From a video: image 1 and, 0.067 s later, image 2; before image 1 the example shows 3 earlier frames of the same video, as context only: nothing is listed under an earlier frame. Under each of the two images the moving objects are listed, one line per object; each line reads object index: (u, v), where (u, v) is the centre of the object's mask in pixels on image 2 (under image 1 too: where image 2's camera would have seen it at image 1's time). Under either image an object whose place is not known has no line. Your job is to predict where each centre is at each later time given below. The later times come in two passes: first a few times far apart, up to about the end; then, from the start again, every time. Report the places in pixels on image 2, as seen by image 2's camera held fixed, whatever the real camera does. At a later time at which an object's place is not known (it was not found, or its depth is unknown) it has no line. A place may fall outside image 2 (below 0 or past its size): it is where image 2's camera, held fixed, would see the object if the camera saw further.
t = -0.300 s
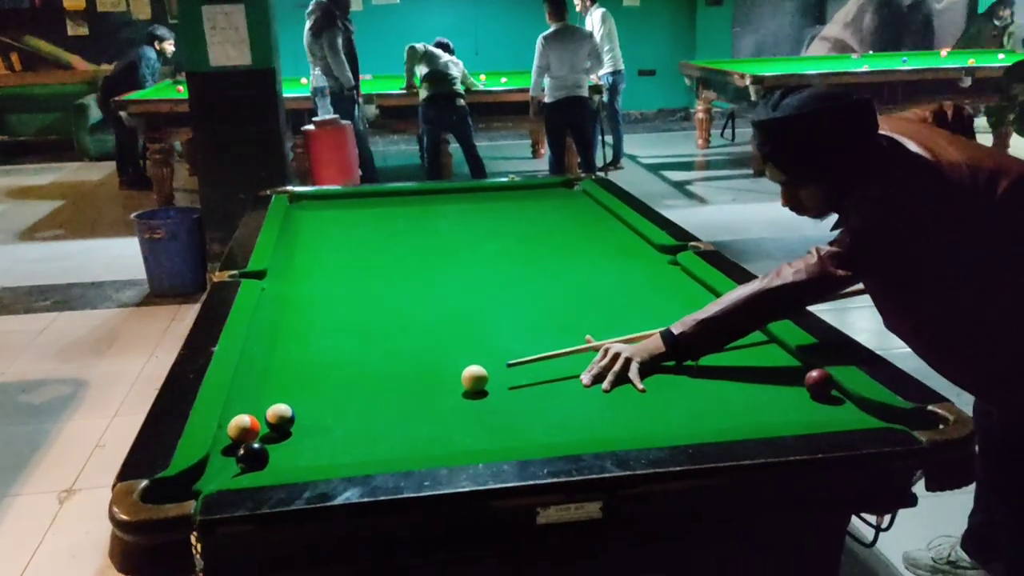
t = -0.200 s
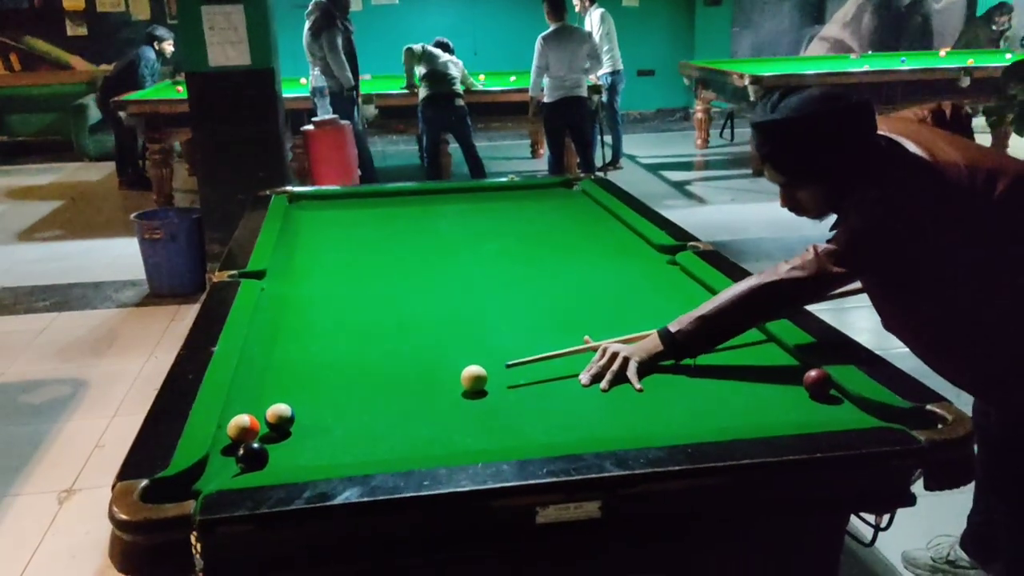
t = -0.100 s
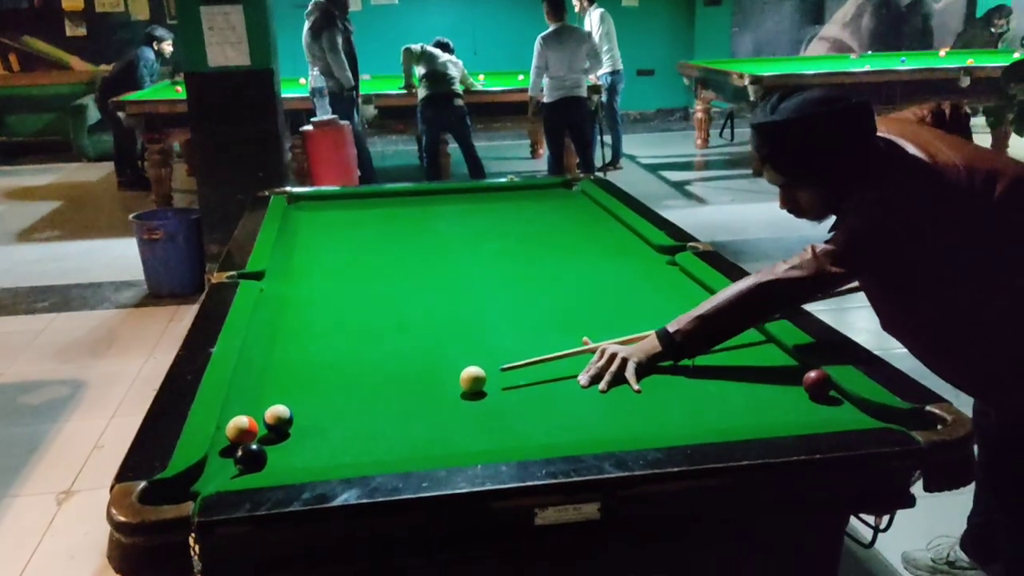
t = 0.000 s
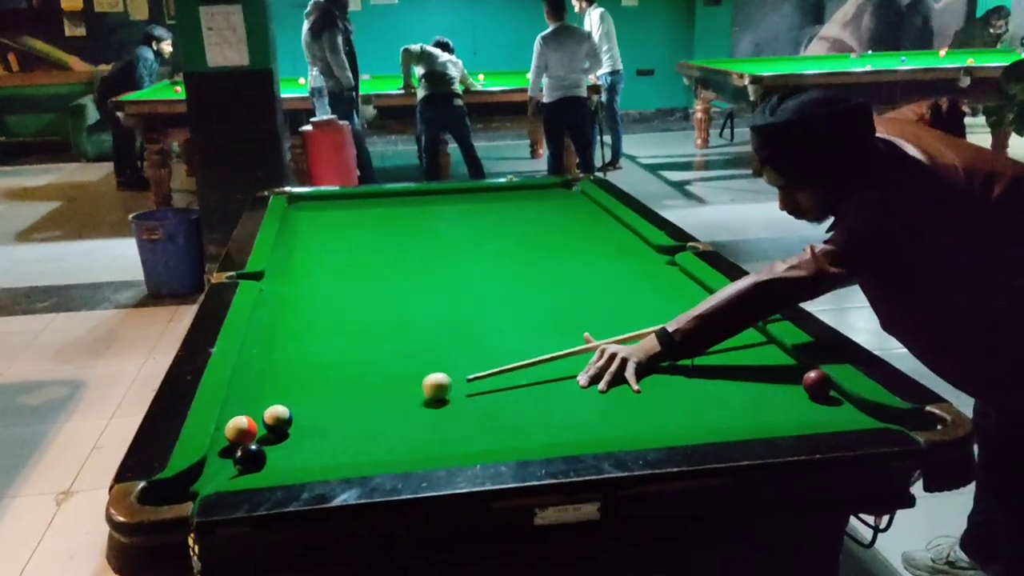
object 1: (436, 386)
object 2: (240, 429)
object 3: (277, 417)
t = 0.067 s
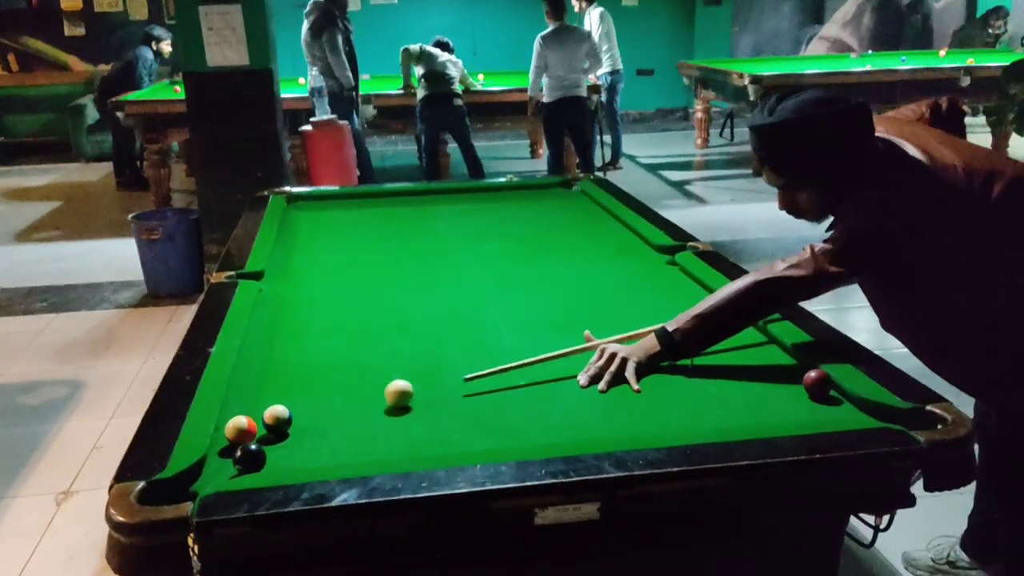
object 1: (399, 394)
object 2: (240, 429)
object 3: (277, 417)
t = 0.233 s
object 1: (307, 411)
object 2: (240, 429)
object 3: (276, 417)
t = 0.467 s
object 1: (277, 404)
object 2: (281, 440)
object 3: (260, 419)
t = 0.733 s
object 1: (244, 400)
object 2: (352, 447)
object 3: (254, 420)
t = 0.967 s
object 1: (250, 395)
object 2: (411, 448)
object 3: (251, 420)
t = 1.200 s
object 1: (264, 391)
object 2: (452, 441)
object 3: (248, 421)
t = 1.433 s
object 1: (275, 386)
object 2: (486, 432)
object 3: (250, 421)
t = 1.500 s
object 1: (278, 385)
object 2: (494, 429)
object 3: (249, 421)
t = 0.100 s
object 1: (383, 396)
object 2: (240, 429)
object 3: (277, 416)
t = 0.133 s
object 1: (363, 399)
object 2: (240, 429)
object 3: (277, 417)
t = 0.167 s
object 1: (345, 403)
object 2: (240, 429)
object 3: (277, 417)
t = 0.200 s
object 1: (326, 407)
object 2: (240, 429)
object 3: (277, 417)
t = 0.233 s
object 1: (307, 411)
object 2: (240, 429)
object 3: (276, 417)
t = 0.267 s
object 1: (302, 410)
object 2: (234, 431)
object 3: (269, 418)
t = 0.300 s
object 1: (298, 410)
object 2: (235, 433)
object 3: (267, 417)
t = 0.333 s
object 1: (294, 409)
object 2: (244, 433)
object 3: (267, 417)
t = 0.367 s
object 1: (289, 408)
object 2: (254, 434)
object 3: (267, 416)
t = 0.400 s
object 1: (285, 406)
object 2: (264, 436)
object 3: (265, 415)
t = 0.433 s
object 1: (281, 406)
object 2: (272, 438)
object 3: (262, 417)
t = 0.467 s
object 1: (277, 404)
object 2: (281, 440)
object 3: (260, 419)
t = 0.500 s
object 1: (273, 403)
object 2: (290, 440)
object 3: (262, 420)
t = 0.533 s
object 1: (269, 402)
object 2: (299, 441)
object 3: (260, 420)
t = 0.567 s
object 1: (264, 401)
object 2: (308, 442)
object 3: (259, 420)
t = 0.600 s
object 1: (260, 401)
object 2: (317, 443)
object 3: (258, 420)
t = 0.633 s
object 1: (256, 400)
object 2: (325, 444)
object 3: (256, 420)
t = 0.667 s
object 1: (251, 400)
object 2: (334, 445)
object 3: (255, 420)
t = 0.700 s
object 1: (248, 400)
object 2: (343, 447)
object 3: (255, 420)
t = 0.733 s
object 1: (244, 400)
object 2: (352, 447)
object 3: (254, 420)
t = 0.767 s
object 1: (241, 400)
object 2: (360, 448)
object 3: (254, 420)
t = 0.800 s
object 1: (238, 400)
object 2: (369, 448)
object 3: (254, 420)
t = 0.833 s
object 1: (240, 399)
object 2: (378, 448)
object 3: (253, 420)
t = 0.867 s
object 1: (243, 398)
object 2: (387, 448)
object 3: (253, 420)
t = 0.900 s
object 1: (245, 397)
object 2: (395, 448)
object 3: (252, 420)
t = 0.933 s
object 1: (248, 396)
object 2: (403, 448)
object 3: (252, 420)
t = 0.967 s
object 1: (250, 395)
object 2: (411, 448)
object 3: (251, 420)
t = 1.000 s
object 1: (252, 395)
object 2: (417, 447)
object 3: (251, 421)
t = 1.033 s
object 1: (255, 394)
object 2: (423, 446)
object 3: (250, 420)
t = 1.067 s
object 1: (257, 394)
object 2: (429, 445)
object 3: (249, 421)
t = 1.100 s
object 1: (259, 393)
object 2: (435, 444)
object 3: (248, 421)
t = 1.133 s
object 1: (260, 393)
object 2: (441, 443)
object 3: (248, 421)
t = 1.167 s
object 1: (262, 392)
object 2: (446, 442)
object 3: (248, 421)
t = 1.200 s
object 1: (264, 391)
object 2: (452, 441)
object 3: (248, 421)
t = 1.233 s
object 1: (266, 390)
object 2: (457, 439)
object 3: (248, 421)
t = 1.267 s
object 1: (268, 390)
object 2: (462, 438)
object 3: (248, 420)
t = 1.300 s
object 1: (269, 389)
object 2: (467, 437)
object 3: (249, 420)
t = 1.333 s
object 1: (271, 388)
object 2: (472, 436)
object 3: (249, 420)
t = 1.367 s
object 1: (272, 387)
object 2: (476, 435)
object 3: (250, 421)
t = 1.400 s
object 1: (274, 387)
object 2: (481, 433)
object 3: (250, 421)
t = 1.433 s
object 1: (275, 386)
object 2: (486, 432)
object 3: (250, 421)
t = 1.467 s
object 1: (276, 386)
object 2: (490, 430)
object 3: (250, 421)
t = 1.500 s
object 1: (278, 385)
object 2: (494, 429)
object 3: (249, 421)
